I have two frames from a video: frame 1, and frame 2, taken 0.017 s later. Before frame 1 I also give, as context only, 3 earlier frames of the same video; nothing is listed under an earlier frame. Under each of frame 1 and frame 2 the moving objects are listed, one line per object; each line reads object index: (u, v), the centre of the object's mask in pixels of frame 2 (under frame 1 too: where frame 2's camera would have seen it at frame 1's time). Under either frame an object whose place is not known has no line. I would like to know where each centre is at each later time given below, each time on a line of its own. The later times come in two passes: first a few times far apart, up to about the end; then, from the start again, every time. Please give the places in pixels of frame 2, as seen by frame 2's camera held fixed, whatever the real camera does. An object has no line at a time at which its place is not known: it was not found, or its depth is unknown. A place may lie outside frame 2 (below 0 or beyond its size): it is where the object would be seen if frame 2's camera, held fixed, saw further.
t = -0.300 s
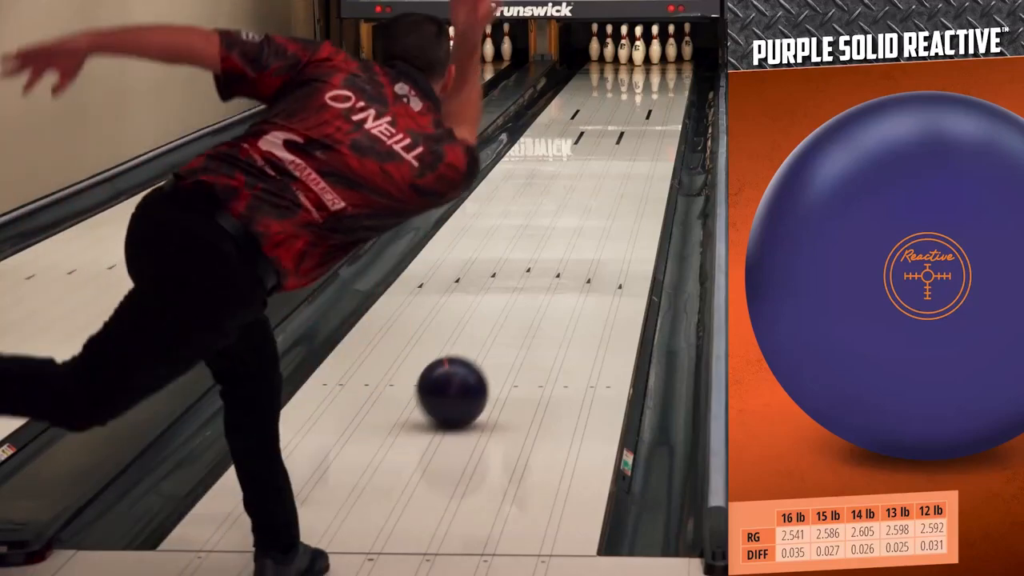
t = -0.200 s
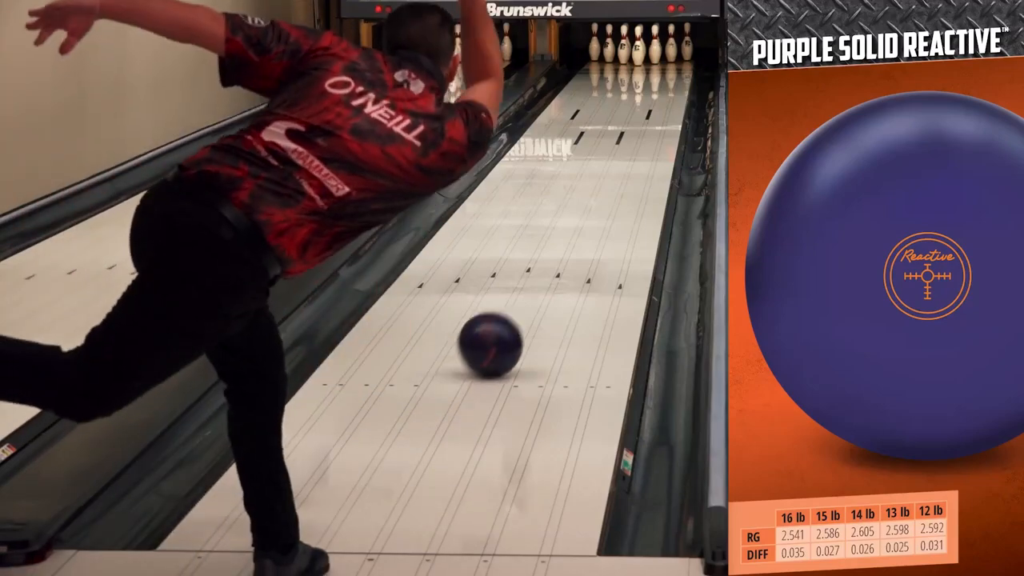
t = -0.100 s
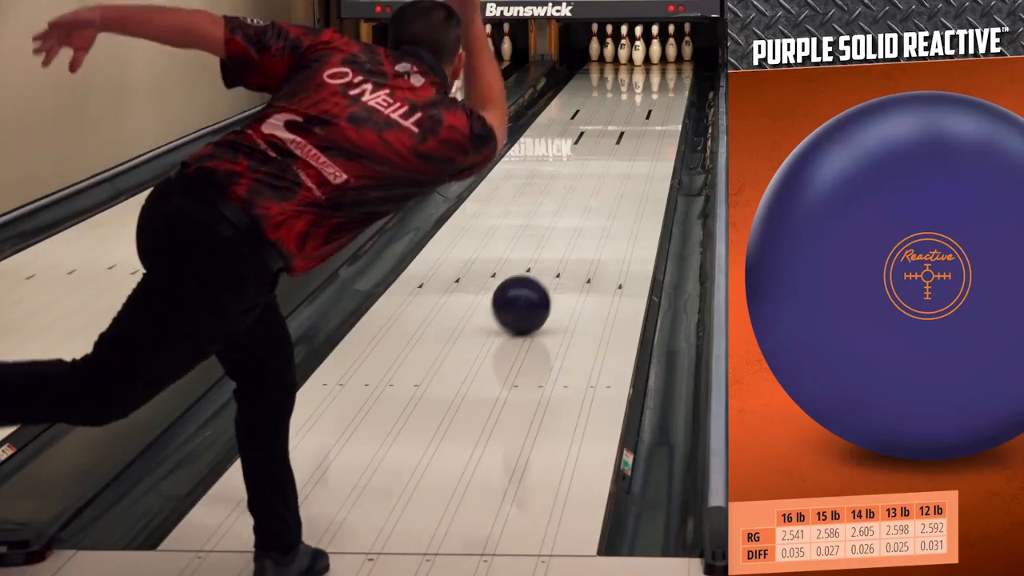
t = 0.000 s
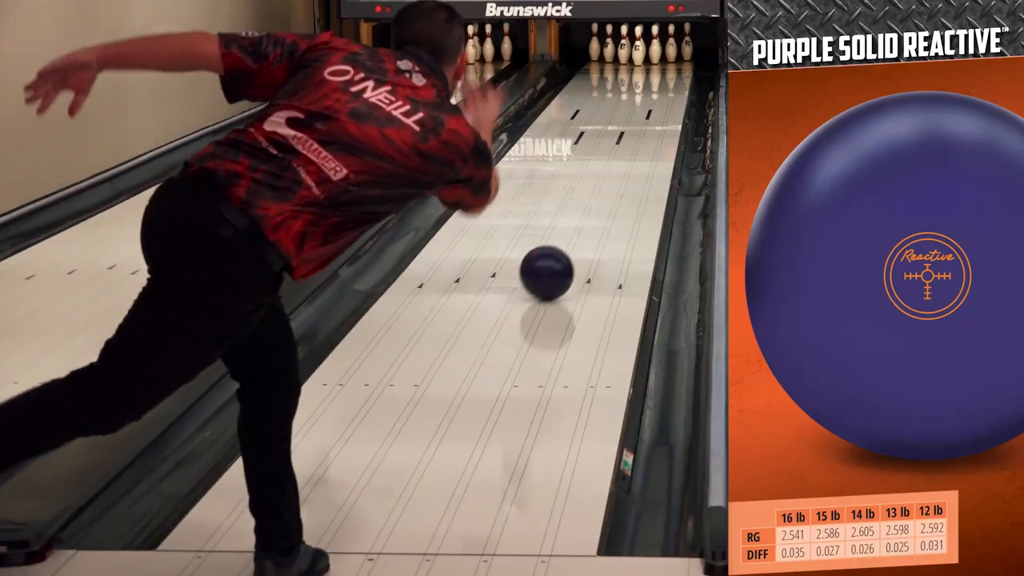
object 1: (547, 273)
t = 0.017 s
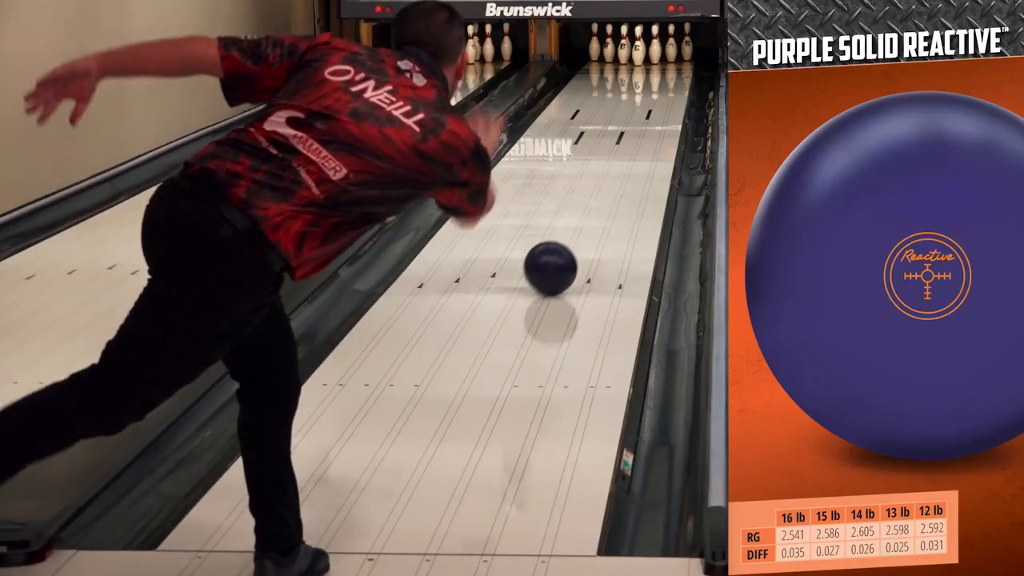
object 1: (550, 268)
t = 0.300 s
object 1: (602, 200)
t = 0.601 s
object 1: (637, 152)
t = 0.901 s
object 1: (658, 117)
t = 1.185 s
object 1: (667, 93)
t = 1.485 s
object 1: (664, 74)
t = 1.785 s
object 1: (649, 59)
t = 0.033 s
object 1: (554, 263)
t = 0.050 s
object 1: (558, 259)
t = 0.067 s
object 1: (561, 254)
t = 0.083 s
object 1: (565, 250)
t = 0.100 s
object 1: (568, 245)
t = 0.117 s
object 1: (571, 241)
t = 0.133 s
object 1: (574, 237)
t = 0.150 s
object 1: (577, 233)
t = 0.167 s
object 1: (580, 229)
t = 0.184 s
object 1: (583, 225)
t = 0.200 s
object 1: (586, 221)
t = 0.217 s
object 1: (589, 217)
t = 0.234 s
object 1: (592, 214)
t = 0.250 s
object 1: (594, 210)
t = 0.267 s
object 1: (597, 207)
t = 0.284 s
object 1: (599, 203)
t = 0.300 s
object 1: (602, 200)
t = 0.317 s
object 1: (604, 197)
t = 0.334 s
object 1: (606, 194)
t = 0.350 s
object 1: (609, 191)
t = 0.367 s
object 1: (611, 188)
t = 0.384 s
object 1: (613, 185)
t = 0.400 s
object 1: (615, 182)
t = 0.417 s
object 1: (617, 179)
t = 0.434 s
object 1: (619, 177)
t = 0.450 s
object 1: (621, 174)
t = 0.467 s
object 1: (623, 171)
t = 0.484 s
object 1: (625, 169)
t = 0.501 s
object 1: (627, 166)
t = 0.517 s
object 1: (629, 164)
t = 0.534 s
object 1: (630, 161)
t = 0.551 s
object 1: (632, 159)
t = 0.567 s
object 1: (633, 156)
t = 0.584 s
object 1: (635, 154)
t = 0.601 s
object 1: (637, 152)
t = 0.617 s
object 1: (638, 149)
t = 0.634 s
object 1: (639, 147)
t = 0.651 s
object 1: (641, 145)
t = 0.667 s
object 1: (642, 143)
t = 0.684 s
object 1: (644, 141)
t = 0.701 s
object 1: (645, 139)
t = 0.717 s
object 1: (646, 137)
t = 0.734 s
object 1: (648, 135)
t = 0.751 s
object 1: (649, 134)
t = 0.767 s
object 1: (650, 132)
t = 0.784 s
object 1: (651, 130)
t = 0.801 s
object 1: (652, 128)
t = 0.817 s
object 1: (653, 126)
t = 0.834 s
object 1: (654, 124)
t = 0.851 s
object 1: (655, 123)
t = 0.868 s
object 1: (656, 121)
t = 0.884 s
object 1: (657, 119)
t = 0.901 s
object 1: (658, 117)
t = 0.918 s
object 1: (658, 116)
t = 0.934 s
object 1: (659, 114)
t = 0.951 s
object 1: (660, 113)
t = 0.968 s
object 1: (661, 111)
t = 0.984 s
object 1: (661, 109)
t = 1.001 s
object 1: (662, 108)
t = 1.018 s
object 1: (663, 106)
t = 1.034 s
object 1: (663, 105)
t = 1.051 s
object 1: (664, 103)
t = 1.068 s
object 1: (664, 102)
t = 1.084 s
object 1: (665, 101)
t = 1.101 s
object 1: (665, 100)
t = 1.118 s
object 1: (666, 98)
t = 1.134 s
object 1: (666, 97)
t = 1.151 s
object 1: (666, 96)
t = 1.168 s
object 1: (667, 94)
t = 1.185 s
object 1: (667, 93)
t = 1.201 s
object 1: (667, 92)
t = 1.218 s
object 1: (667, 91)
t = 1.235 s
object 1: (667, 90)
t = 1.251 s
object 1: (668, 89)
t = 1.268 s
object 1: (667, 87)
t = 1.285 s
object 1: (668, 86)
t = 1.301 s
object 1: (667, 85)
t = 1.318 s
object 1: (668, 84)
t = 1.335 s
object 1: (667, 83)
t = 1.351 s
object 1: (667, 81)
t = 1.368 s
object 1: (667, 81)
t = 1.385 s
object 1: (666, 80)
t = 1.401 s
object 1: (666, 79)
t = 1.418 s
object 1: (666, 78)
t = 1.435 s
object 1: (665, 77)
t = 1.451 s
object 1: (665, 76)
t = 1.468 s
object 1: (665, 75)
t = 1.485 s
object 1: (664, 74)
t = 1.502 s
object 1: (664, 74)
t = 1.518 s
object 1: (663, 73)
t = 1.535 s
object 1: (662, 72)
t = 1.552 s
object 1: (662, 71)
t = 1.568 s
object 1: (661, 70)
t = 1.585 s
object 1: (660, 69)
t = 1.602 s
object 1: (660, 68)
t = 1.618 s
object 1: (659, 67)
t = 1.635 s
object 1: (658, 66)
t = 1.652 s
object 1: (657, 65)
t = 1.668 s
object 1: (656, 65)
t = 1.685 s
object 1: (655, 64)
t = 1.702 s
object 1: (654, 63)
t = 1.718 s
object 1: (653, 62)
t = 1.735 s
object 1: (653, 62)
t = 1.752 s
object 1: (651, 61)
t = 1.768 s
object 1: (650, 60)
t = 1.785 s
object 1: (649, 59)
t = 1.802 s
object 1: (648, 58)
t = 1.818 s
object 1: (647, 58)
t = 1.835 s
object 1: (646, 57)
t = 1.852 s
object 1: (646, 56)
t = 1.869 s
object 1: (644, 56)
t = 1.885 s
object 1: (644, 55)
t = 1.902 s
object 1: (645, 55)
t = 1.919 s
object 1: (645, 54)
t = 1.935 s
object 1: (645, 54)
